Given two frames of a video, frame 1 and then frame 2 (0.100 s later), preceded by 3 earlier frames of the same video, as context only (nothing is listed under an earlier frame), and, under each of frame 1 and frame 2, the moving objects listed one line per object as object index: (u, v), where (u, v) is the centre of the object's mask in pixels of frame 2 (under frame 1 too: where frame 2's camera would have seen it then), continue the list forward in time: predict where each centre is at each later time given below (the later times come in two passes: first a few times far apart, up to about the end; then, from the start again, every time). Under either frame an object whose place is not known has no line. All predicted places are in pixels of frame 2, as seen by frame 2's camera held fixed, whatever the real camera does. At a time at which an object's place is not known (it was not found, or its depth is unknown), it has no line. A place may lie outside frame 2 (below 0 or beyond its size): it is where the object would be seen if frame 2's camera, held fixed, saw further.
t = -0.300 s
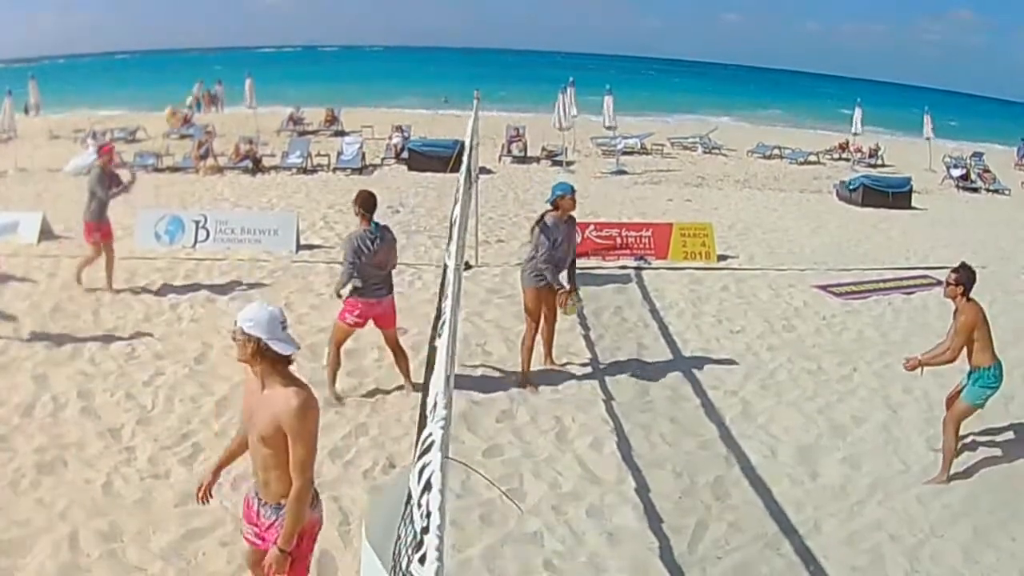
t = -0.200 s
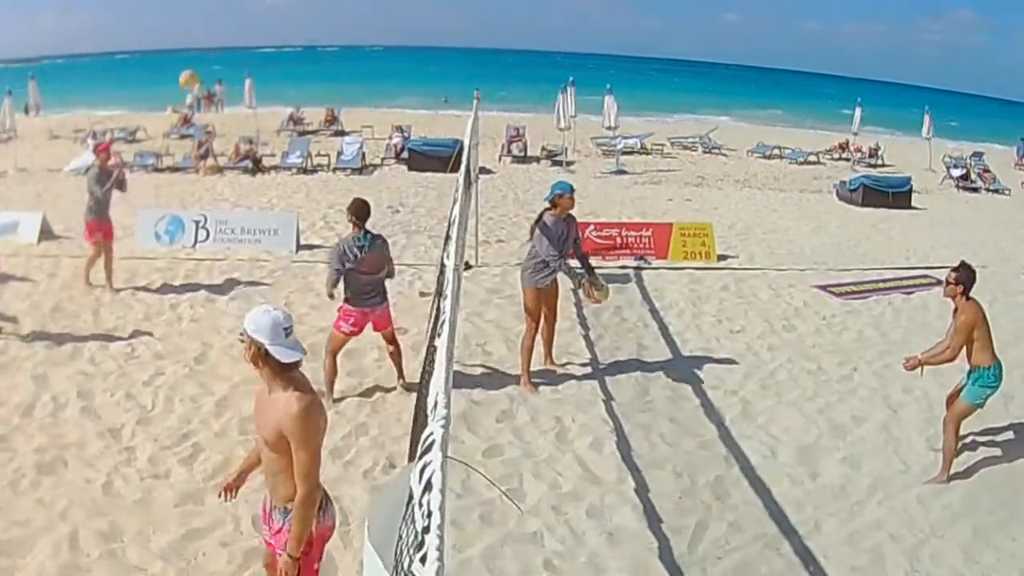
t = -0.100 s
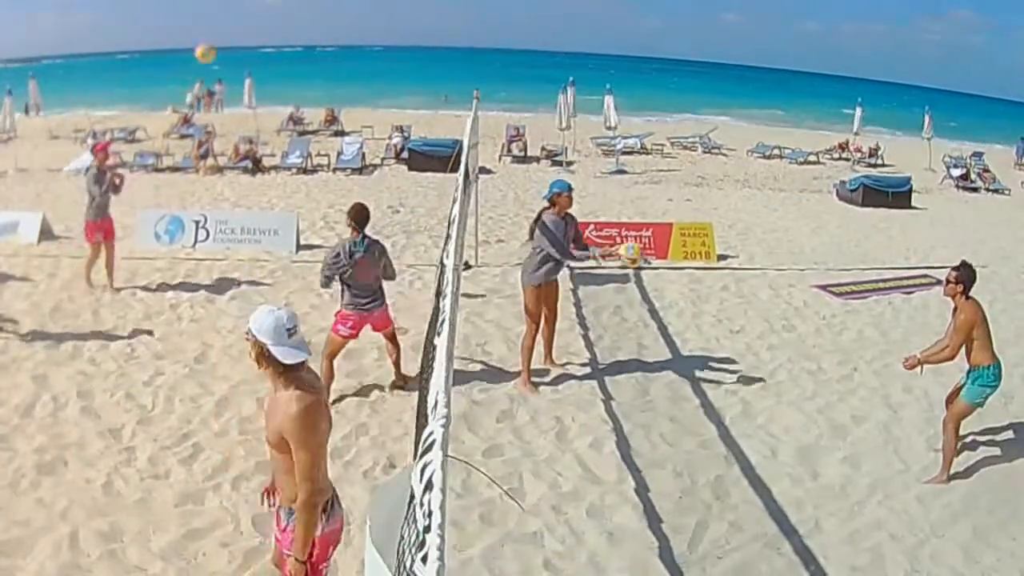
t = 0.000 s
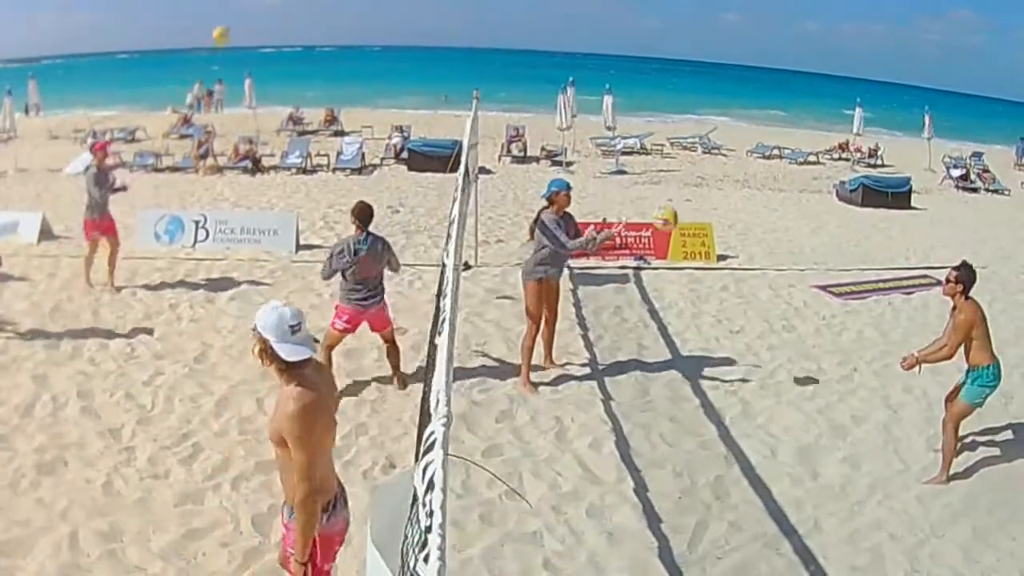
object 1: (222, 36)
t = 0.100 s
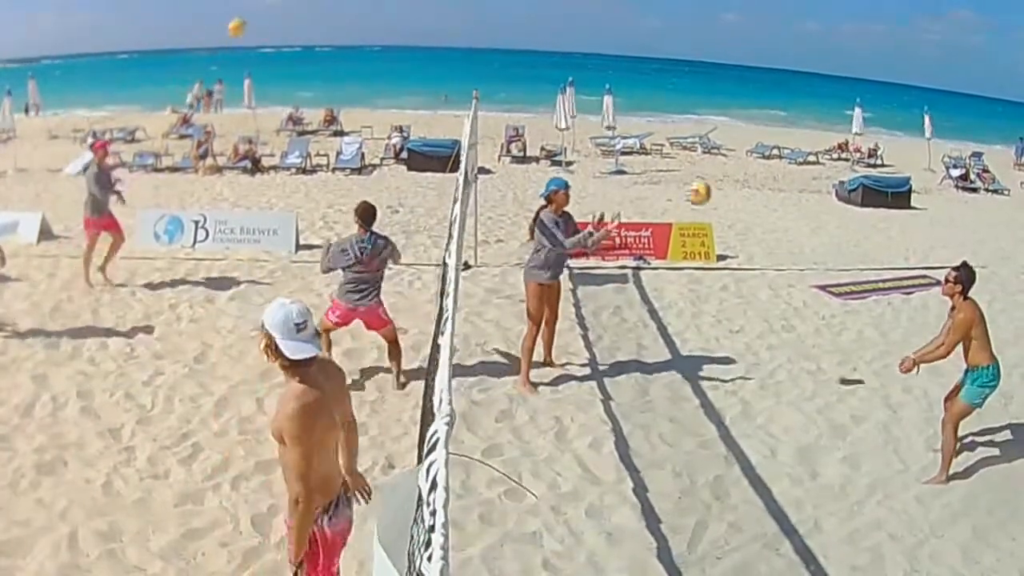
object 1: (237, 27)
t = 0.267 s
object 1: (261, 34)
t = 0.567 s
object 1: (303, 115)
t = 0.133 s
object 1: (242, 27)
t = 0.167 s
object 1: (249, 27)
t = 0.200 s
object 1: (253, 28)
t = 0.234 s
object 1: (259, 30)
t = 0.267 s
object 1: (261, 34)
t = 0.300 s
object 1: (266, 38)
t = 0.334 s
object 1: (272, 45)
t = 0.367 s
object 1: (276, 52)
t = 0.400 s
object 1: (281, 60)
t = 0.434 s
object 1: (285, 68)
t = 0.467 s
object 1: (290, 78)
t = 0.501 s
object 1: (294, 89)
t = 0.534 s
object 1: (298, 101)
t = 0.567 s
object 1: (303, 115)
